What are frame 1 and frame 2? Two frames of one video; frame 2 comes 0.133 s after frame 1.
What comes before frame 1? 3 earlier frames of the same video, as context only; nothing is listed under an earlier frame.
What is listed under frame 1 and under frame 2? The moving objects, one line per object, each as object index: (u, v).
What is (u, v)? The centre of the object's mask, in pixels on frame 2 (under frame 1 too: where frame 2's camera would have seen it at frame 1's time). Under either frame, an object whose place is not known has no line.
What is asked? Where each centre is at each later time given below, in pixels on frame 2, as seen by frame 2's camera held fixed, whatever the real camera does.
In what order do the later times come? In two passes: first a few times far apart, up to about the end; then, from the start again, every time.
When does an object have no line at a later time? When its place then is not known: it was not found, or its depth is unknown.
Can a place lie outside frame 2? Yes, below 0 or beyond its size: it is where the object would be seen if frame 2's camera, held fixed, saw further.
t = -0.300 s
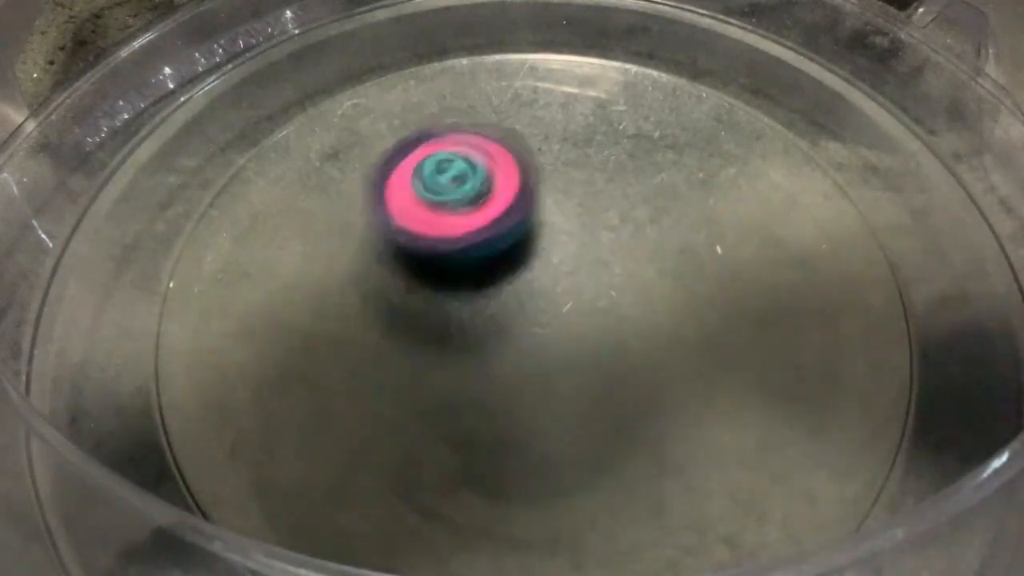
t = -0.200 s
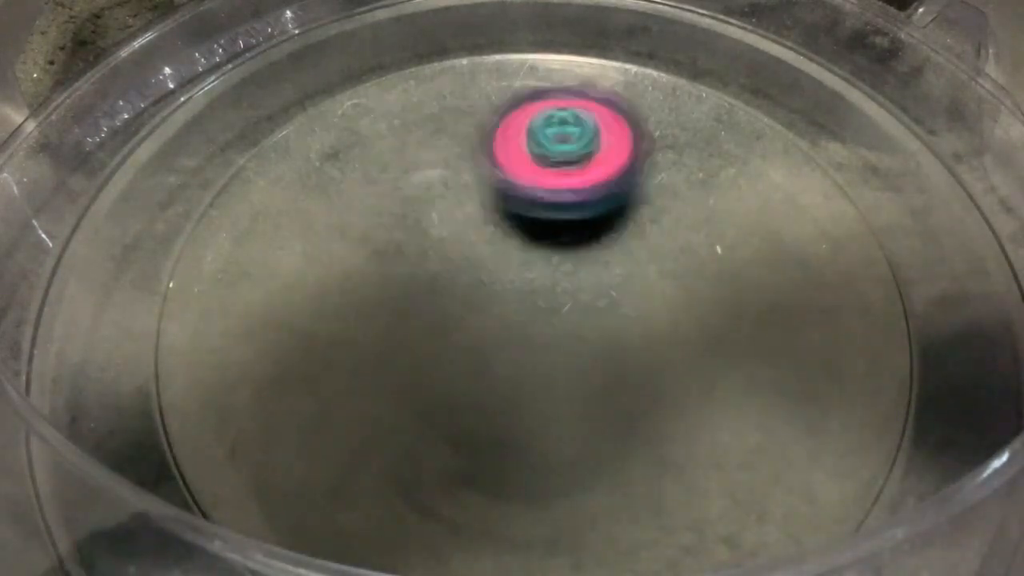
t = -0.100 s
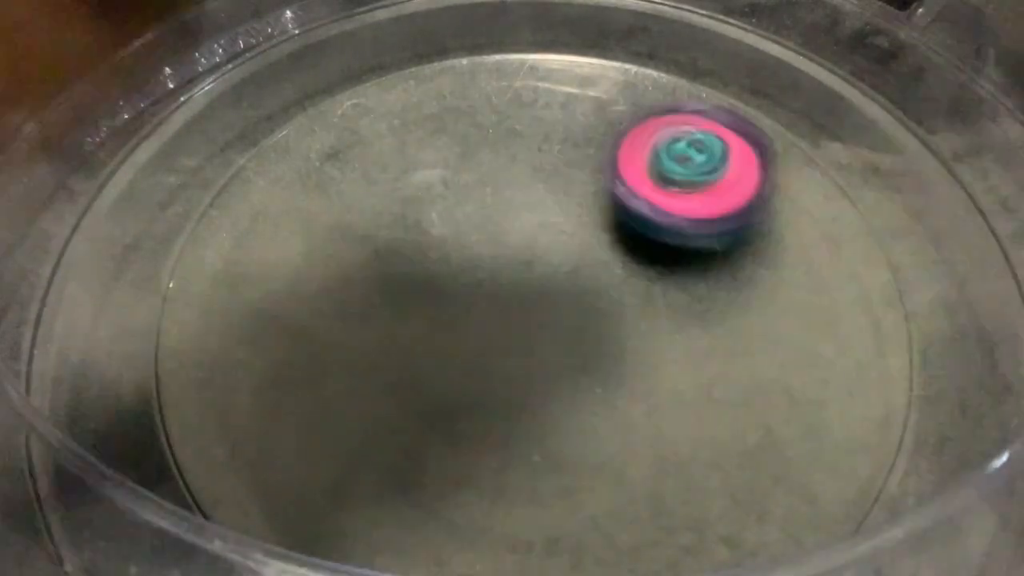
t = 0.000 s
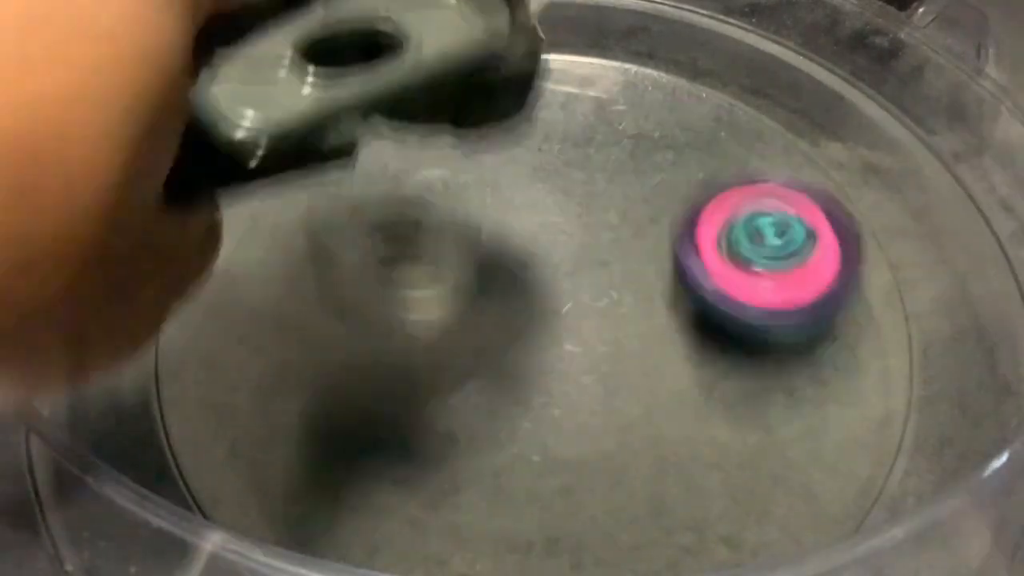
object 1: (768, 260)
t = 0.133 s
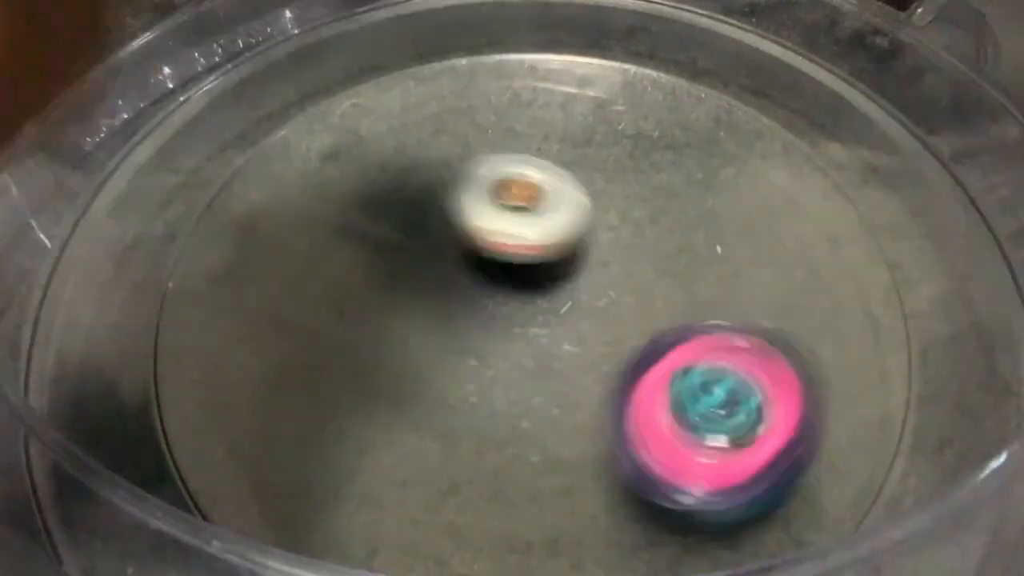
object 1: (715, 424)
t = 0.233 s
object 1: (542, 482)
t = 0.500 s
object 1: (287, 227)
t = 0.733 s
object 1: (537, 82)
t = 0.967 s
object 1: (801, 234)
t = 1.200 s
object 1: (605, 500)
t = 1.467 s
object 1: (224, 316)
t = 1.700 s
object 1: (427, 95)
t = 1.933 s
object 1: (730, 180)
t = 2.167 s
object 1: (700, 482)
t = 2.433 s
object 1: (267, 430)
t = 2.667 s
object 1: (331, 176)
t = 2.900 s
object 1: (643, 148)
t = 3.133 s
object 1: (788, 409)
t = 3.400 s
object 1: (410, 510)
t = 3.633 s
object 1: (280, 283)
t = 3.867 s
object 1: (527, 131)
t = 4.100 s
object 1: (788, 269)
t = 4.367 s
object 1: (616, 498)
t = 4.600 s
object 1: (343, 379)
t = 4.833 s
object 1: (466, 159)
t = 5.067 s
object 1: (731, 197)
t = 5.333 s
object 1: (692, 432)
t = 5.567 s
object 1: (398, 393)
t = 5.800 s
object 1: (443, 168)
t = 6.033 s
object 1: (678, 196)
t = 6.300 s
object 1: (605, 426)
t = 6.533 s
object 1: (364, 315)
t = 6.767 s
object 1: (519, 182)
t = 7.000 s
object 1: (657, 315)
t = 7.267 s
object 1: (492, 401)
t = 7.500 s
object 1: (448, 312)
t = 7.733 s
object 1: (482, 294)
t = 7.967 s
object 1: (478, 306)
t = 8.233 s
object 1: (466, 279)
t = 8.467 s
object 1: (471, 258)
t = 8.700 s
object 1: (490, 283)
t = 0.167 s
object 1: (664, 455)
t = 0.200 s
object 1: (604, 476)
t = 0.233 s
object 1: (542, 482)
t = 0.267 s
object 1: (480, 481)
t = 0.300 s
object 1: (419, 467)
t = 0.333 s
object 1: (368, 439)
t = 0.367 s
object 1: (326, 402)
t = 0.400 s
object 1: (294, 357)
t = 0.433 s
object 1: (283, 312)
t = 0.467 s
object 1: (281, 269)
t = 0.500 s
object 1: (287, 227)
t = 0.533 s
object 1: (305, 189)
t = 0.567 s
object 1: (330, 156)
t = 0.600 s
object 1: (364, 127)
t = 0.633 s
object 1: (402, 106)
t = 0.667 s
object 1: (446, 92)
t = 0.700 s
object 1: (490, 84)
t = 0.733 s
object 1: (537, 82)
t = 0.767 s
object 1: (586, 86)
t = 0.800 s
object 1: (632, 95)
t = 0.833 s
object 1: (678, 108)
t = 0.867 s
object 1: (714, 131)
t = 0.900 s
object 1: (750, 158)
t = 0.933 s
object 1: (777, 193)
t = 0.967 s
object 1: (801, 234)
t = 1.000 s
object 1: (812, 279)
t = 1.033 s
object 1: (812, 324)
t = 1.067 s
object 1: (796, 380)
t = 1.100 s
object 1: (769, 426)
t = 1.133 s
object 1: (722, 466)
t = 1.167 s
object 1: (670, 489)
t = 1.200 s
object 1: (605, 500)
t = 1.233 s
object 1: (534, 508)
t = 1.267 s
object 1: (461, 506)
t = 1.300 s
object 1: (394, 496)
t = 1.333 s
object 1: (342, 477)
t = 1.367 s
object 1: (292, 449)
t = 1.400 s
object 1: (259, 406)
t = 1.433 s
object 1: (234, 359)
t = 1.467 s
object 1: (224, 316)
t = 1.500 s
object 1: (230, 274)
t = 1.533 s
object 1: (247, 225)
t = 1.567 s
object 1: (272, 188)
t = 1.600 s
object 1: (301, 157)
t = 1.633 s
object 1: (339, 131)
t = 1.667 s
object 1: (380, 108)
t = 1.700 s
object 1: (427, 95)
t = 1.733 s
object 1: (474, 88)
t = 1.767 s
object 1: (518, 88)
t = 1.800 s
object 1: (567, 93)
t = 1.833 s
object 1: (615, 107)
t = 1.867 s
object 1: (657, 124)
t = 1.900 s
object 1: (697, 149)
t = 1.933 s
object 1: (730, 180)
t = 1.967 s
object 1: (760, 218)
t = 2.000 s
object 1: (780, 262)
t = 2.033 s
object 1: (790, 306)
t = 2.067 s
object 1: (787, 356)
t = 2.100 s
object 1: (770, 408)
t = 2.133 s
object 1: (742, 449)
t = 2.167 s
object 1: (700, 482)
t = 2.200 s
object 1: (647, 501)
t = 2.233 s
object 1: (588, 509)
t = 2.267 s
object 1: (526, 514)
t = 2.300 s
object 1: (458, 513)
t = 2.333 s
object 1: (400, 503)
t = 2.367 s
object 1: (348, 489)
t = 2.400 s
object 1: (302, 464)
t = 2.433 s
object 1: (267, 430)
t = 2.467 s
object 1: (249, 392)
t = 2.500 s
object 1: (239, 347)
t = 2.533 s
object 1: (239, 304)
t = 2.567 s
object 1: (253, 270)
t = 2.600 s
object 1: (271, 235)
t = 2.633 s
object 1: (300, 202)
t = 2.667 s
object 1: (331, 176)
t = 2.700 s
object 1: (369, 155)
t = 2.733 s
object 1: (411, 140)
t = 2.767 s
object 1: (455, 128)
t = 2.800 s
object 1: (501, 123)
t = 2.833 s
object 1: (547, 125)
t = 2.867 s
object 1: (596, 131)
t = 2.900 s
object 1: (643, 148)
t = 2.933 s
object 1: (687, 168)
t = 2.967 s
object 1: (724, 197)
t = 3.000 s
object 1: (758, 232)
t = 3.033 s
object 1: (781, 274)
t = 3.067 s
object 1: (796, 314)
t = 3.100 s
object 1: (797, 363)
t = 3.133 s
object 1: (788, 409)
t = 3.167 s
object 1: (765, 451)
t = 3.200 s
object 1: (731, 483)
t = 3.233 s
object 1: (681, 501)
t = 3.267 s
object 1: (637, 513)
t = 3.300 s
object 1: (586, 521)
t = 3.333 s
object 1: (521, 521)
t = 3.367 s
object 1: (460, 519)
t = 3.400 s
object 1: (410, 510)
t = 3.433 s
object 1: (362, 495)
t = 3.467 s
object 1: (321, 472)
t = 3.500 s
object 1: (290, 443)
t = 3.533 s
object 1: (274, 403)
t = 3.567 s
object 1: (266, 363)
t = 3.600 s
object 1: (269, 321)
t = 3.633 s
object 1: (280, 283)
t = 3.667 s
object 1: (298, 248)
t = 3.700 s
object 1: (324, 216)
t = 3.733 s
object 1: (357, 188)
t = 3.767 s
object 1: (393, 164)
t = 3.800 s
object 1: (434, 146)
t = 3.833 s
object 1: (479, 135)
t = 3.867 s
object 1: (527, 131)
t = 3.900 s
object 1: (574, 133)
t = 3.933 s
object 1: (620, 141)
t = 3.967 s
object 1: (665, 154)
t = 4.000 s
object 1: (706, 176)
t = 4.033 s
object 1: (741, 202)
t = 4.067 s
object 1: (768, 233)
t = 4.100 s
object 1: (788, 269)
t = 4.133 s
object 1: (800, 306)
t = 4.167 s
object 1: (801, 347)
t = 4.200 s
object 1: (791, 384)
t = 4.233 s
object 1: (771, 421)
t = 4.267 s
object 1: (741, 453)
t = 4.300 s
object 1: (707, 475)
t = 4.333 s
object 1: (661, 491)
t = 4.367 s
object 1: (616, 498)
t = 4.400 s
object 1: (570, 500)
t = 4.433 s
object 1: (519, 497)
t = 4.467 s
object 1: (471, 490)
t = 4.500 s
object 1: (426, 476)
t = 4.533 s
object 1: (392, 451)
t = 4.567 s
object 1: (363, 419)
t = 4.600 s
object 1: (343, 379)
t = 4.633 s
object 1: (335, 340)
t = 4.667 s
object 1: (337, 300)
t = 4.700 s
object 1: (348, 262)
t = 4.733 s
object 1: (368, 230)
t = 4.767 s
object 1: (394, 199)
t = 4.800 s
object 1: (427, 177)
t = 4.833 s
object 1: (466, 159)
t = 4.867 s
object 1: (506, 147)
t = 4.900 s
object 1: (548, 143)
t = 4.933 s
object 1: (589, 144)
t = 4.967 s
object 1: (629, 151)
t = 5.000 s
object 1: (667, 160)
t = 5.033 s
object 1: (702, 177)
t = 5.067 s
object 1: (731, 197)
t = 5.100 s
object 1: (756, 224)
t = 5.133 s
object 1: (770, 252)
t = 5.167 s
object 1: (778, 284)
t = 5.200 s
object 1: (778, 315)
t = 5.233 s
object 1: (770, 347)
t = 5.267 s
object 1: (752, 378)
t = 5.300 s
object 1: (725, 408)
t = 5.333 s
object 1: (692, 432)
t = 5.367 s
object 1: (653, 448)
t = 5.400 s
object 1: (610, 459)
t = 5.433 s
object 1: (563, 462)
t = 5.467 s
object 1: (516, 456)
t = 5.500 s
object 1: (469, 442)
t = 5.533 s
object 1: (428, 422)
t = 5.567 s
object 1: (398, 393)
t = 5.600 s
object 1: (377, 358)
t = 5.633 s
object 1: (366, 322)
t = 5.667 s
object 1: (364, 283)
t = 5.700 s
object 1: (375, 246)
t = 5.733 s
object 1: (389, 216)
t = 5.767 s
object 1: (415, 187)
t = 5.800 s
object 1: (443, 168)
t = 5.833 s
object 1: (477, 154)
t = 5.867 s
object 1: (513, 147)
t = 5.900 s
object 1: (548, 146)
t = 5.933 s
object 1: (585, 151)
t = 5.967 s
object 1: (619, 162)
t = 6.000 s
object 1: (650, 176)
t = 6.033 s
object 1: (678, 196)
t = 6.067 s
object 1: (699, 222)
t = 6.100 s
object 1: (710, 252)
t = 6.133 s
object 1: (715, 284)
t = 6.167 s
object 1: (711, 320)
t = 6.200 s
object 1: (698, 352)
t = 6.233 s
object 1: (674, 383)
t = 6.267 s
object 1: (641, 408)
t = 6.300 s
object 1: (605, 426)
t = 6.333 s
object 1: (559, 436)
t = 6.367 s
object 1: (512, 432)
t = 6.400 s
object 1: (465, 424)
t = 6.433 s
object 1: (427, 406)
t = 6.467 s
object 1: (394, 381)
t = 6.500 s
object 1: (372, 347)
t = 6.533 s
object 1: (364, 315)
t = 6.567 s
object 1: (364, 283)
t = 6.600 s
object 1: (373, 252)
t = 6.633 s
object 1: (390, 227)
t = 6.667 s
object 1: (417, 208)
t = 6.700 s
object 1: (444, 193)
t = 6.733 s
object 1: (480, 184)
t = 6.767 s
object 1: (519, 182)
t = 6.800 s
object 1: (554, 187)
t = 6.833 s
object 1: (586, 199)
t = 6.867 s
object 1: (614, 216)
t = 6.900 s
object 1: (636, 239)
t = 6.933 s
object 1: (648, 265)
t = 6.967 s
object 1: (655, 290)
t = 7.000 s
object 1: (657, 315)
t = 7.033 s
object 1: (650, 340)
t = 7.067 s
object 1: (633, 364)
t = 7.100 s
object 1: (614, 382)
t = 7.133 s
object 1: (585, 393)
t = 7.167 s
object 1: (559, 399)
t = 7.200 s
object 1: (536, 406)
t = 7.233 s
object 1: (514, 406)
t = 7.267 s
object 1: (492, 401)
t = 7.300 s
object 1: (472, 390)
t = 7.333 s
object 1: (454, 372)
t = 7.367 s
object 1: (438, 360)
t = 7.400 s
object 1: (432, 348)
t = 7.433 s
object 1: (433, 337)
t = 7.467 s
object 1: (438, 324)
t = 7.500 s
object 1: (448, 312)
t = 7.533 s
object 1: (458, 303)
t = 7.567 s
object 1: (465, 297)
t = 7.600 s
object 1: (466, 295)
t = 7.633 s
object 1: (473, 293)
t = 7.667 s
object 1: (478, 291)
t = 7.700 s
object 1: (478, 293)
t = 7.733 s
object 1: (482, 294)
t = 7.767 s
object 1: (488, 297)
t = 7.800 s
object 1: (493, 299)
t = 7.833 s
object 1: (483, 301)
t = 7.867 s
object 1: (475, 303)
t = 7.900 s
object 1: (473, 305)
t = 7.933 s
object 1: (474, 305)
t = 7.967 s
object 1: (478, 306)
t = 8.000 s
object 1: (482, 306)
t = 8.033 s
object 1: (485, 306)
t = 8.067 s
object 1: (475, 300)
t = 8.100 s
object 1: (468, 294)
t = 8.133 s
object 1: (467, 291)
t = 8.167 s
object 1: (471, 287)
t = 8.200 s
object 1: (474, 284)
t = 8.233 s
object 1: (466, 279)
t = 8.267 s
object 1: (463, 273)
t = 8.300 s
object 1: (465, 269)
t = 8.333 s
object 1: (471, 265)
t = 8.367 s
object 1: (472, 262)
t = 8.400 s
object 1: (466, 259)
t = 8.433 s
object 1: (467, 258)
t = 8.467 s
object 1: (471, 258)
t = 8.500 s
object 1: (478, 260)
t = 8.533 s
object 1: (483, 263)
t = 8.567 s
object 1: (482, 266)
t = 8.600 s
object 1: (483, 270)
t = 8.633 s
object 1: (485, 274)
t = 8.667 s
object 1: (488, 279)
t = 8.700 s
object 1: (490, 283)
